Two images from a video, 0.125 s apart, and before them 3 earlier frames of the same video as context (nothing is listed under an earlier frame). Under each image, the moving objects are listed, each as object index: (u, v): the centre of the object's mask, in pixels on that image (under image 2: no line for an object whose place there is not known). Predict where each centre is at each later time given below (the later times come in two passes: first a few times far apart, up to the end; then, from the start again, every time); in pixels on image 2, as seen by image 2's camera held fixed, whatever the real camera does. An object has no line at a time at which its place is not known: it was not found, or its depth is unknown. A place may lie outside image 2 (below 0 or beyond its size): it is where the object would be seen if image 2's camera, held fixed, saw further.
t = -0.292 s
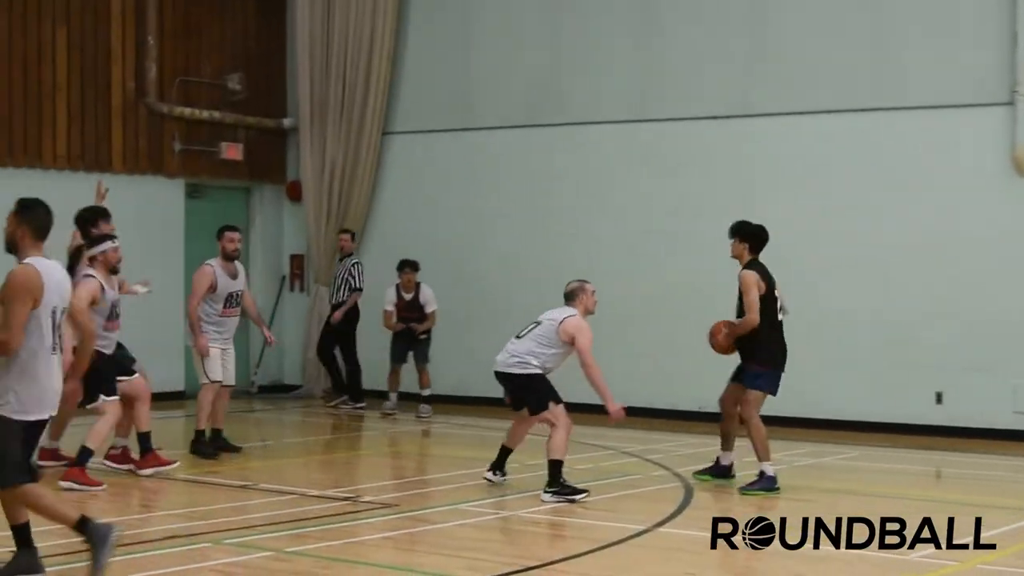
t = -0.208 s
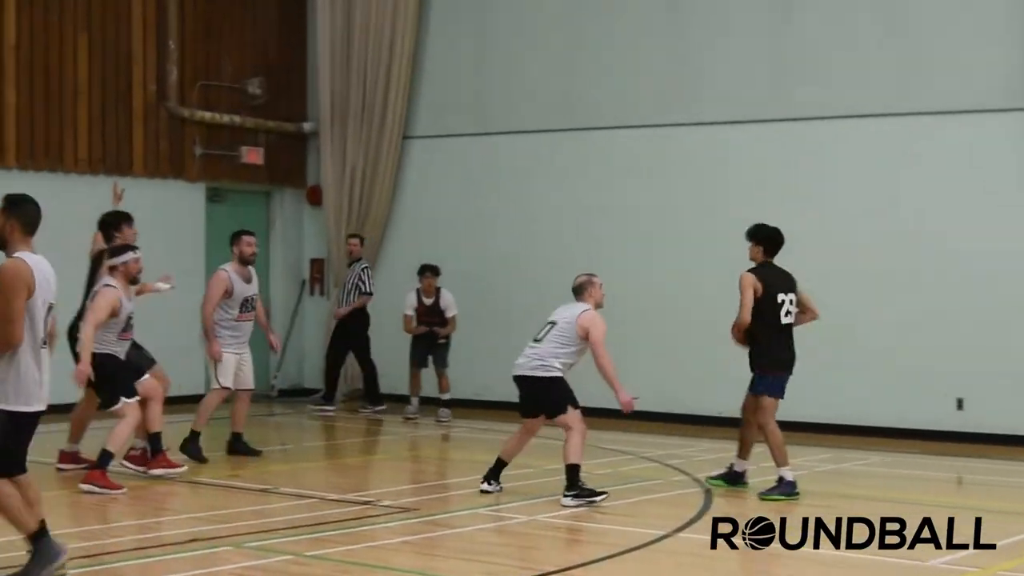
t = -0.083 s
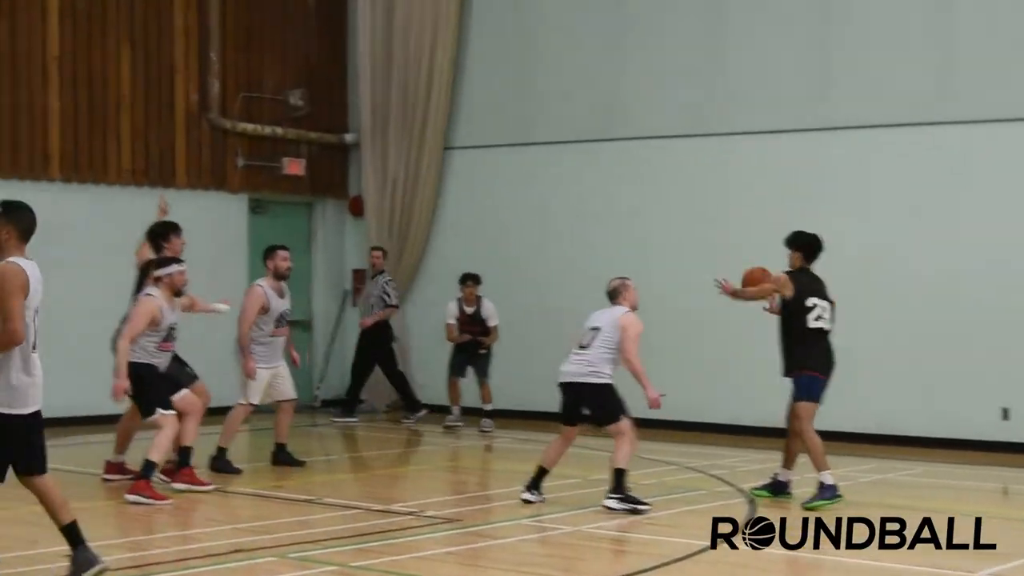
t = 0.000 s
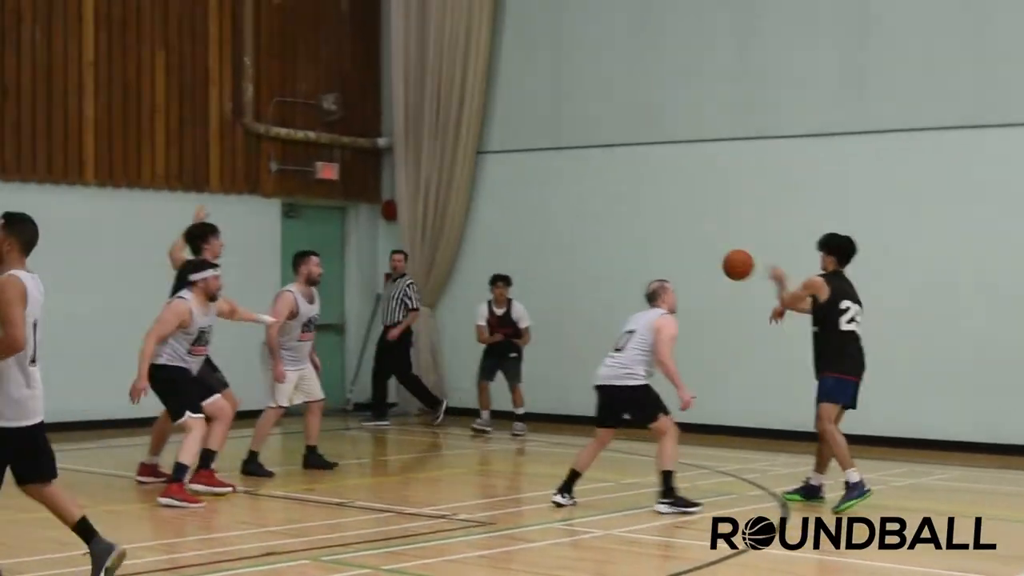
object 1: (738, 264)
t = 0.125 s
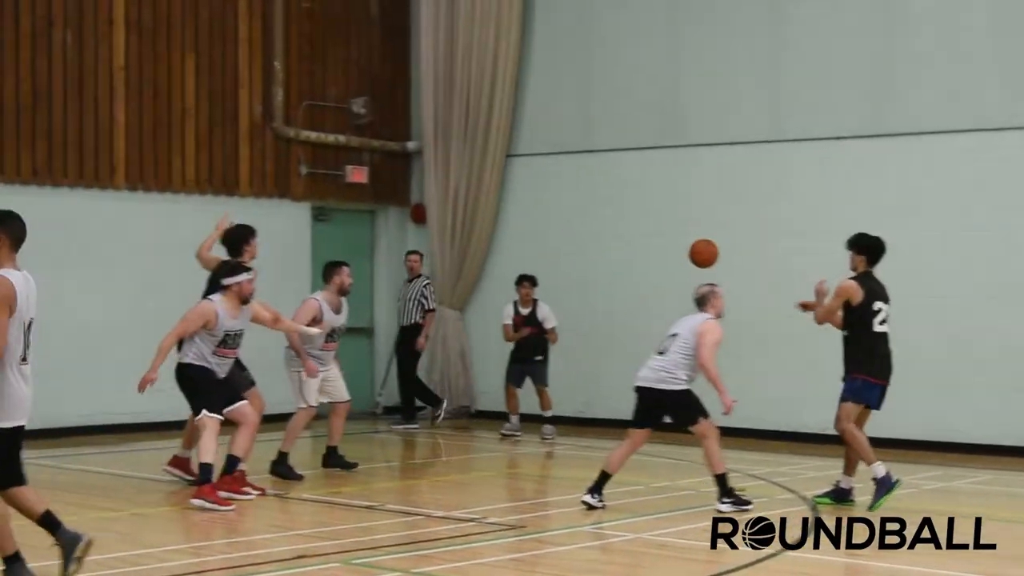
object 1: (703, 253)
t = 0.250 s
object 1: (641, 256)
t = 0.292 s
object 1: (627, 260)
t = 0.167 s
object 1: (678, 253)
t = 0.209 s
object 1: (663, 254)
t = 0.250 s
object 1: (641, 256)
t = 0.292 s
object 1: (627, 260)
